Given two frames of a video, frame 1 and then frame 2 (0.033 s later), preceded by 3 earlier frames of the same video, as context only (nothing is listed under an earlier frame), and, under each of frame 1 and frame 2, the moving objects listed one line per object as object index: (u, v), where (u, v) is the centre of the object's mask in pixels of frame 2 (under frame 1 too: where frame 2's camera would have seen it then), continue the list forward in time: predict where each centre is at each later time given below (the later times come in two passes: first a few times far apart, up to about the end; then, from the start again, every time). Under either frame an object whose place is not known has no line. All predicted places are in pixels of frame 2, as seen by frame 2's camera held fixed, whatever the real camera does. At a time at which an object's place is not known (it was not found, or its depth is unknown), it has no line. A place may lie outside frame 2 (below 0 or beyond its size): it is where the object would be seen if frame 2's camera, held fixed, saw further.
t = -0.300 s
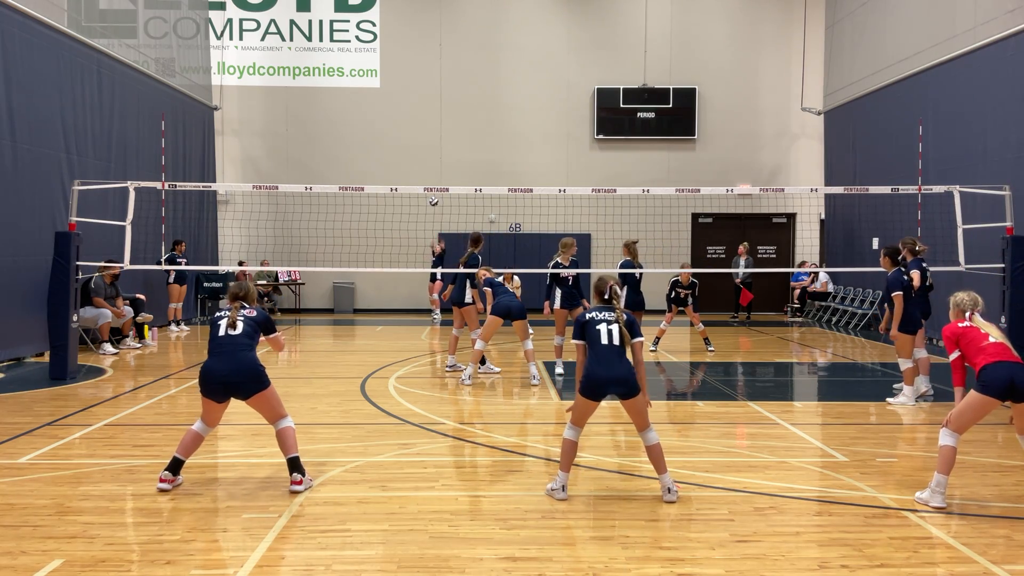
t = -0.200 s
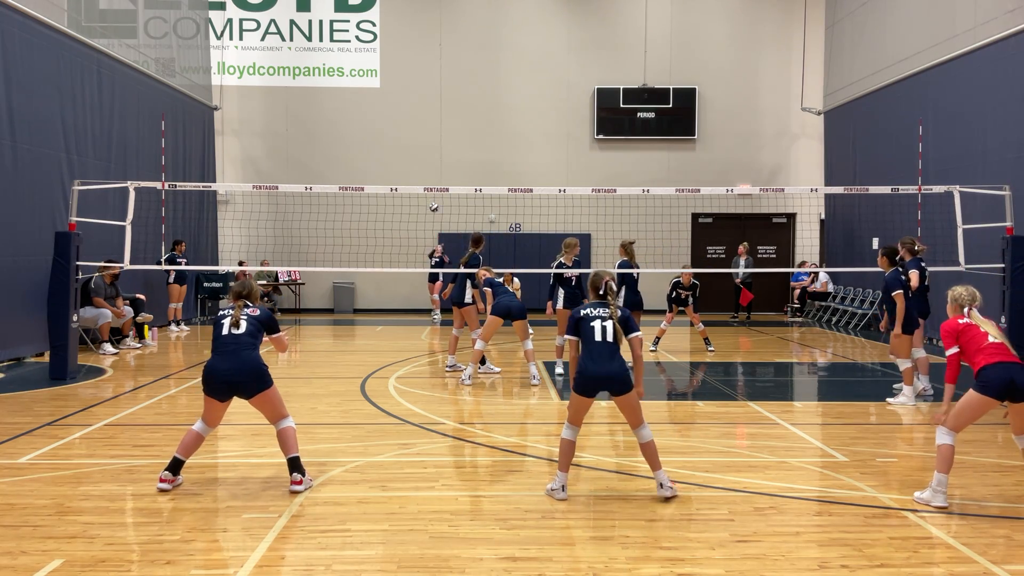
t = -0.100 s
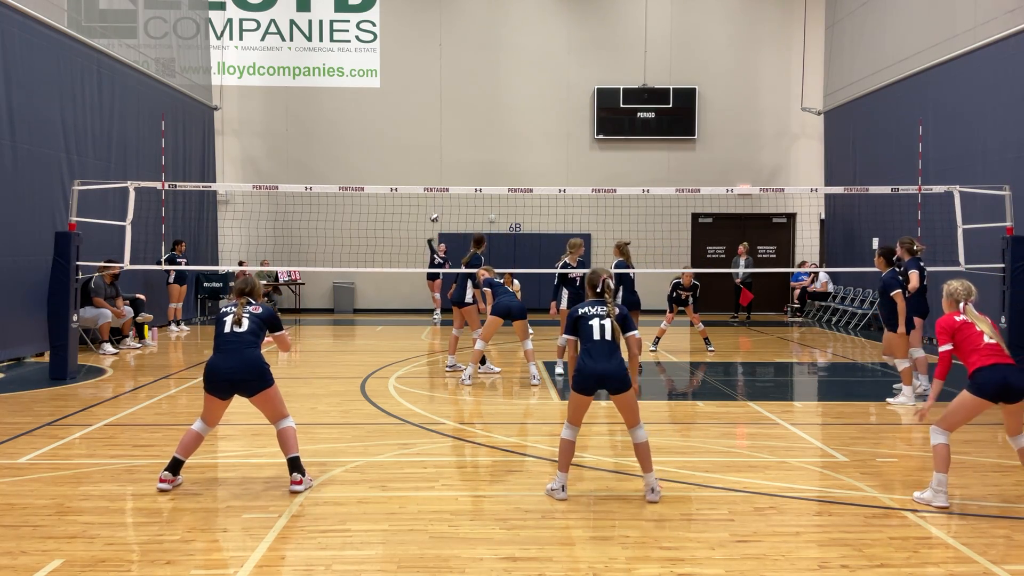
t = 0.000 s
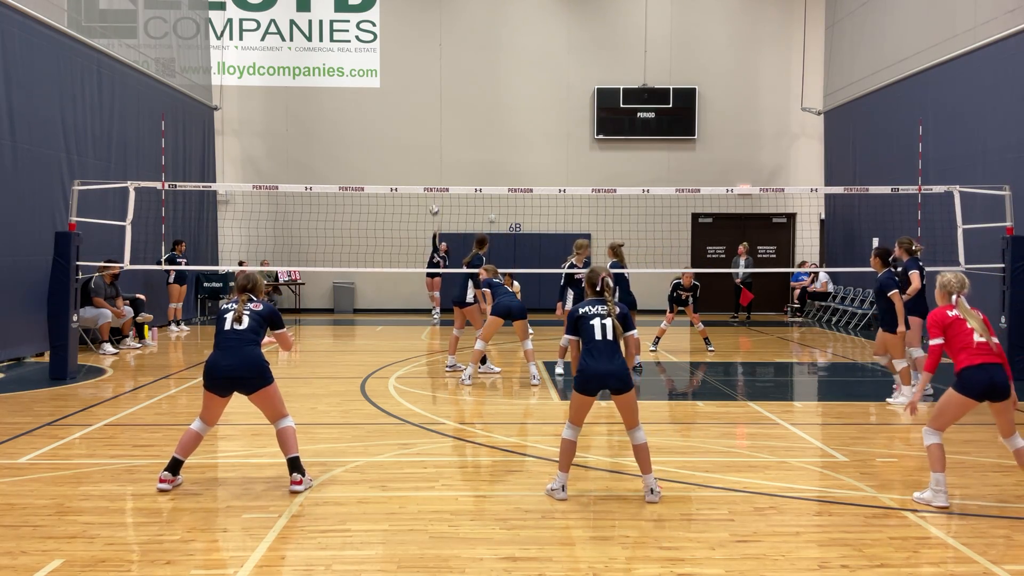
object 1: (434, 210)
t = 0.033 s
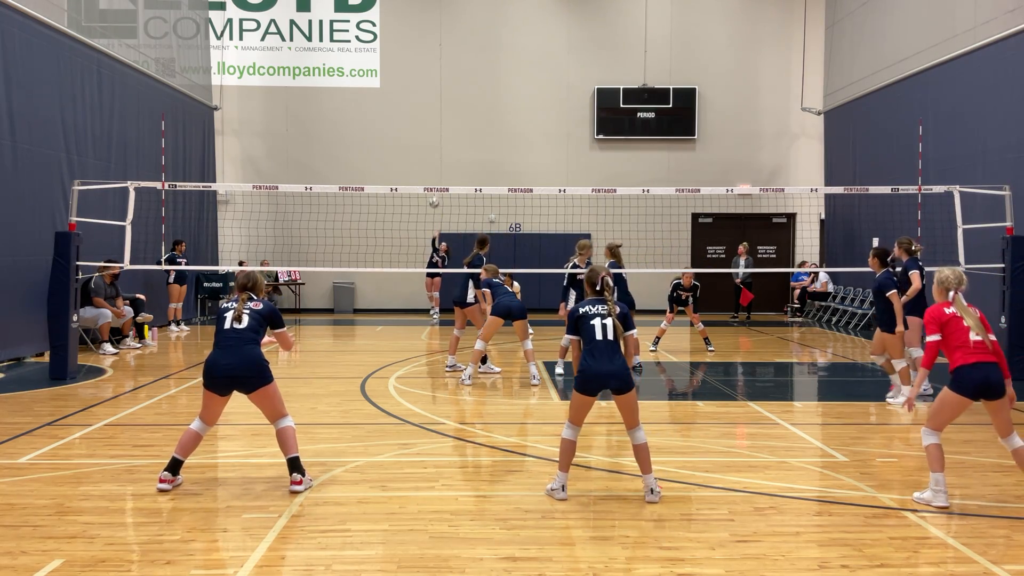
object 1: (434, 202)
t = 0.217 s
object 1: (434, 161)
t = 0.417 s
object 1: (436, 123)
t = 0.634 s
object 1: (444, 106)
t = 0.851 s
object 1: (456, 124)
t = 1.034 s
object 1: (471, 185)
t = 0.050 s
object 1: (434, 199)
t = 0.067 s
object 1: (434, 196)
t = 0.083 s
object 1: (434, 195)
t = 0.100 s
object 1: (433, 184)
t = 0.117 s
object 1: (433, 182)
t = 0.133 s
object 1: (433, 179)
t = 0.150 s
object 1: (433, 176)
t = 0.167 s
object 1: (433, 172)
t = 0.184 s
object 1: (433, 169)
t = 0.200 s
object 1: (434, 164)
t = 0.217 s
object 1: (434, 161)
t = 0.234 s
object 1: (434, 158)
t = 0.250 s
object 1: (434, 154)
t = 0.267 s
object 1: (434, 151)
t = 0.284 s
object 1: (434, 148)
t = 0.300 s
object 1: (434, 144)
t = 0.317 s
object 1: (435, 141)
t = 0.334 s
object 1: (435, 138)
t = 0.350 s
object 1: (435, 134)
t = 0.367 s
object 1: (436, 131)
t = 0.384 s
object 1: (436, 129)
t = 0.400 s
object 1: (436, 126)
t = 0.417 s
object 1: (436, 123)
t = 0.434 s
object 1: (437, 121)
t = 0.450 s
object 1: (437, 119)
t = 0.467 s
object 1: (438, 117)
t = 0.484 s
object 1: (438, 115)
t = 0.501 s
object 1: (439, 114)
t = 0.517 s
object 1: (439, 112)
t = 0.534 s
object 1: (440, 111)
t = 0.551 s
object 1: (440, 109)
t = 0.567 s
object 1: (441, 108)
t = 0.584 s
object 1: (442, 108)
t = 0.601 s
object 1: (443, 107)
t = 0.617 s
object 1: (444, 107)
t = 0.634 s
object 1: (444, 106)
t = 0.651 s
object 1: (445, 106)
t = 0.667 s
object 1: (446, 106)
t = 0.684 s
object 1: (447, 107)
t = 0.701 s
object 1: (448, 107)
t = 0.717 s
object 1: (449, 108)
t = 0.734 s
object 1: (450, 109)
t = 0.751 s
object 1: (451, 111)
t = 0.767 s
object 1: (452, 112)
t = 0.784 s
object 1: (453, 114)
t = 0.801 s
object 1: (454, 116)
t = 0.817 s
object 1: (455, 118)
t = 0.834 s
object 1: (456, 121)
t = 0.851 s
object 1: (456, 124)
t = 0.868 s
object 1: (458, 128)
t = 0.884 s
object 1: (459, 131)
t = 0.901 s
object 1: (460, 136)
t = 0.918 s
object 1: (461, 140)
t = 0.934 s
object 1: (462, 146)
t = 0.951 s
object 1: (464, 151)
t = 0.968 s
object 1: (466, 157)
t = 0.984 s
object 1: (467, 163)
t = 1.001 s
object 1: (469, 170)
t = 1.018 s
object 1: (470, 177)
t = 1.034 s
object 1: (471, 185)
